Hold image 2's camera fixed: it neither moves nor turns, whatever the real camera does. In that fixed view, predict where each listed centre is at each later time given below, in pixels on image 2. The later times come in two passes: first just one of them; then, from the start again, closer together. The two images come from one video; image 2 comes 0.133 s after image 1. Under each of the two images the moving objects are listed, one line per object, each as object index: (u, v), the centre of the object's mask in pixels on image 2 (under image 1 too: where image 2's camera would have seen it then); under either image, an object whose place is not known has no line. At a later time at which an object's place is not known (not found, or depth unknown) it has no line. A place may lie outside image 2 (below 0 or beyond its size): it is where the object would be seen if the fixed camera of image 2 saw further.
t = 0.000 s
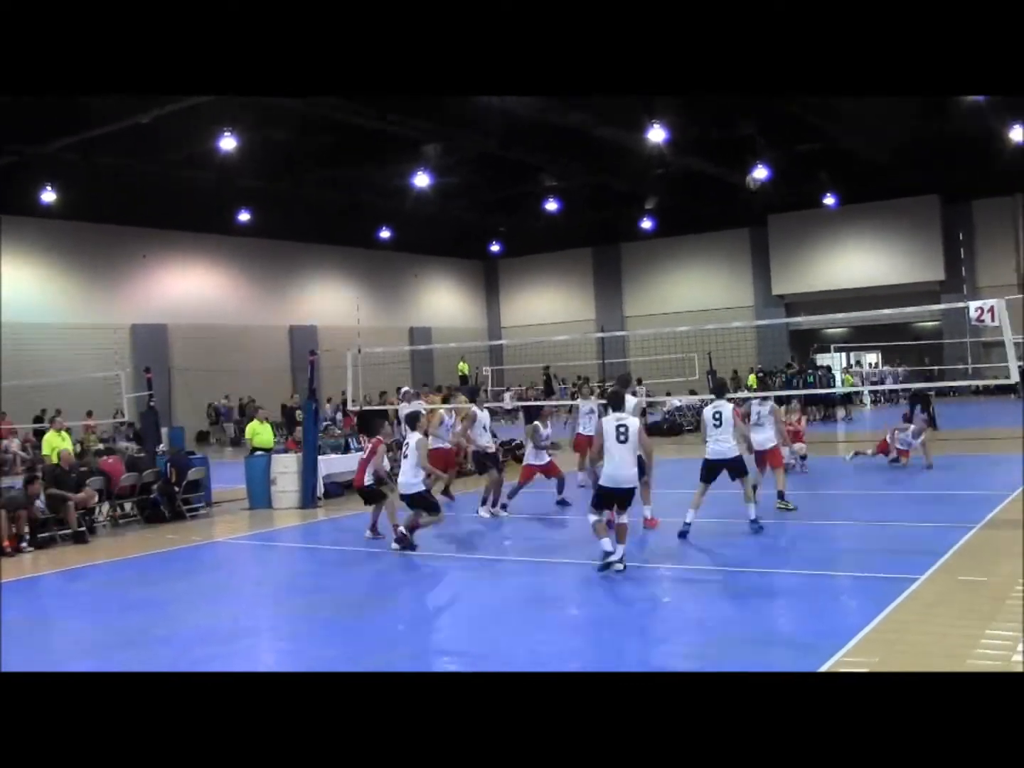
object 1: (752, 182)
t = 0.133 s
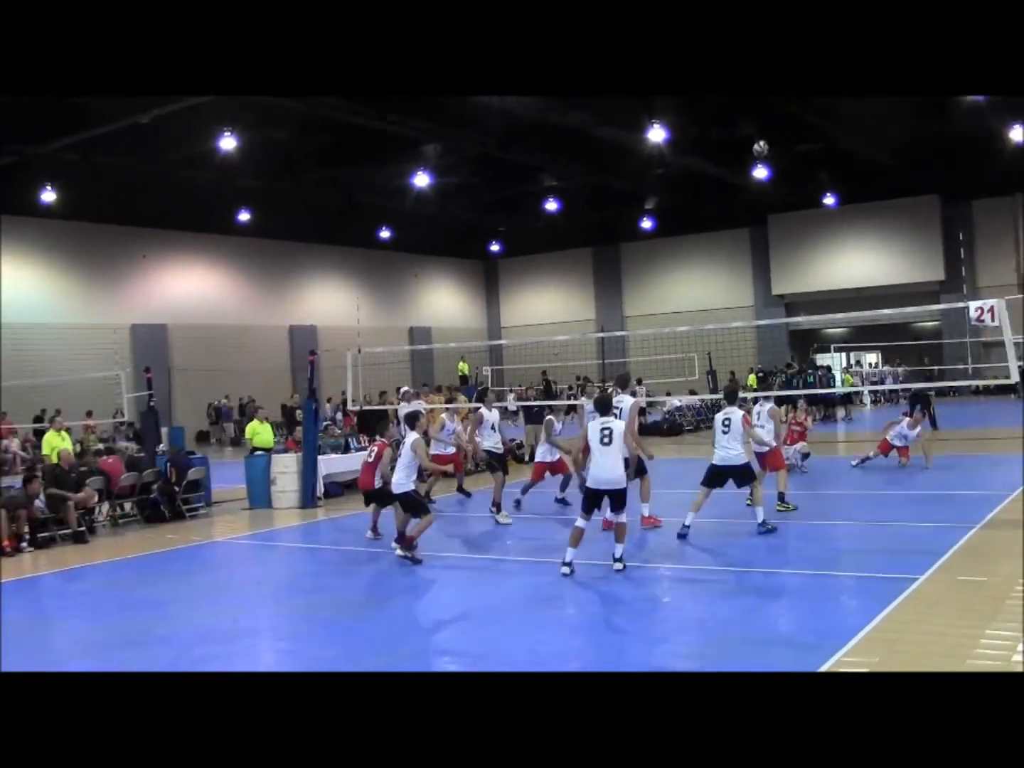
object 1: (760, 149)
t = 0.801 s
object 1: (813, 174)
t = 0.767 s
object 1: (811, 165)
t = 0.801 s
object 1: (813, 174)
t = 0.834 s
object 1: (818, 184)
